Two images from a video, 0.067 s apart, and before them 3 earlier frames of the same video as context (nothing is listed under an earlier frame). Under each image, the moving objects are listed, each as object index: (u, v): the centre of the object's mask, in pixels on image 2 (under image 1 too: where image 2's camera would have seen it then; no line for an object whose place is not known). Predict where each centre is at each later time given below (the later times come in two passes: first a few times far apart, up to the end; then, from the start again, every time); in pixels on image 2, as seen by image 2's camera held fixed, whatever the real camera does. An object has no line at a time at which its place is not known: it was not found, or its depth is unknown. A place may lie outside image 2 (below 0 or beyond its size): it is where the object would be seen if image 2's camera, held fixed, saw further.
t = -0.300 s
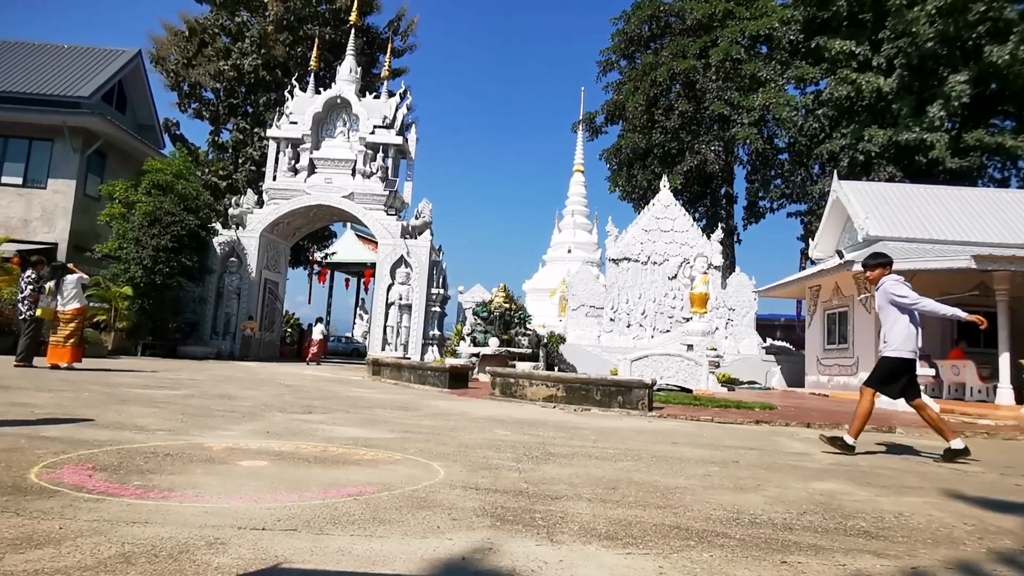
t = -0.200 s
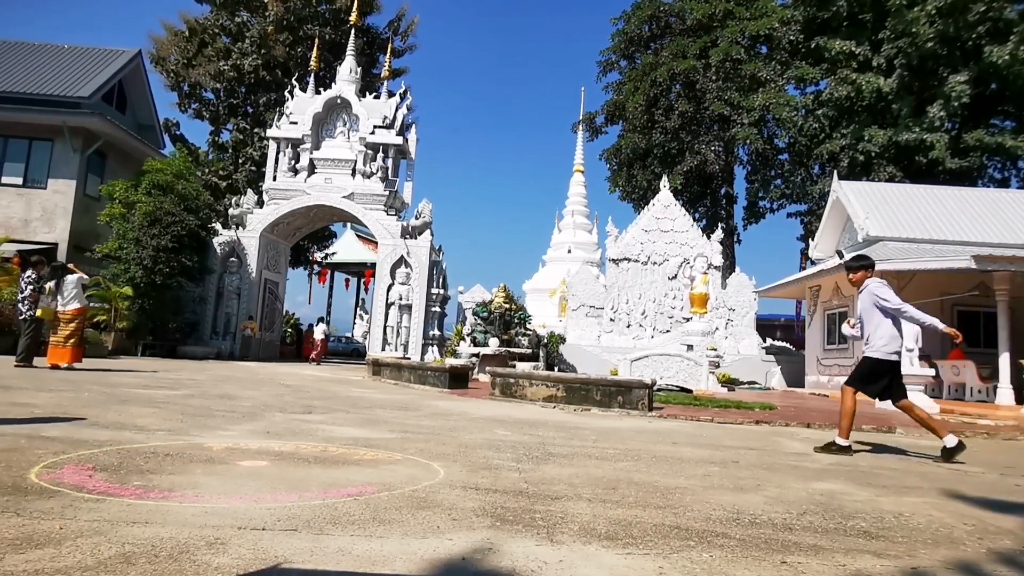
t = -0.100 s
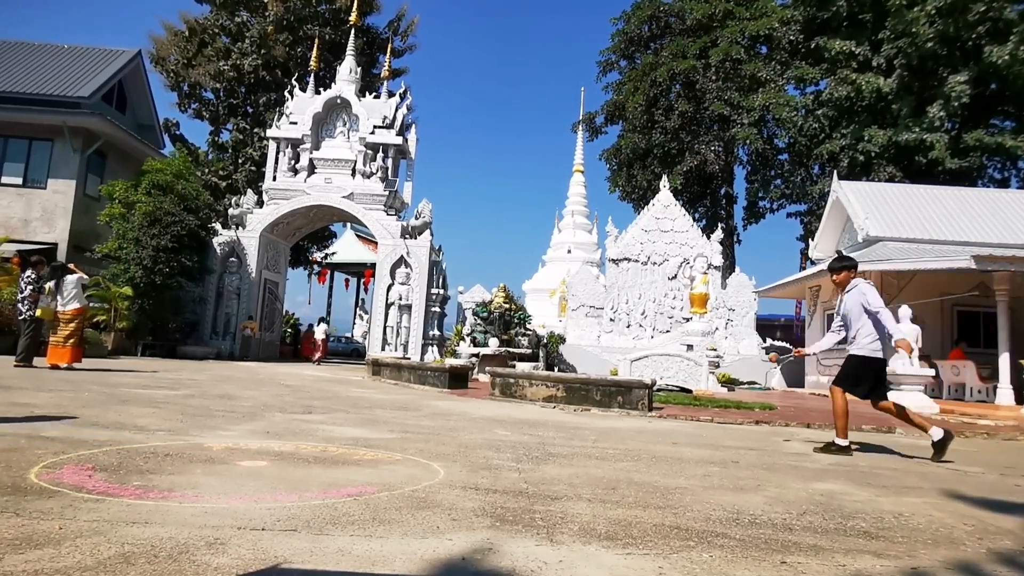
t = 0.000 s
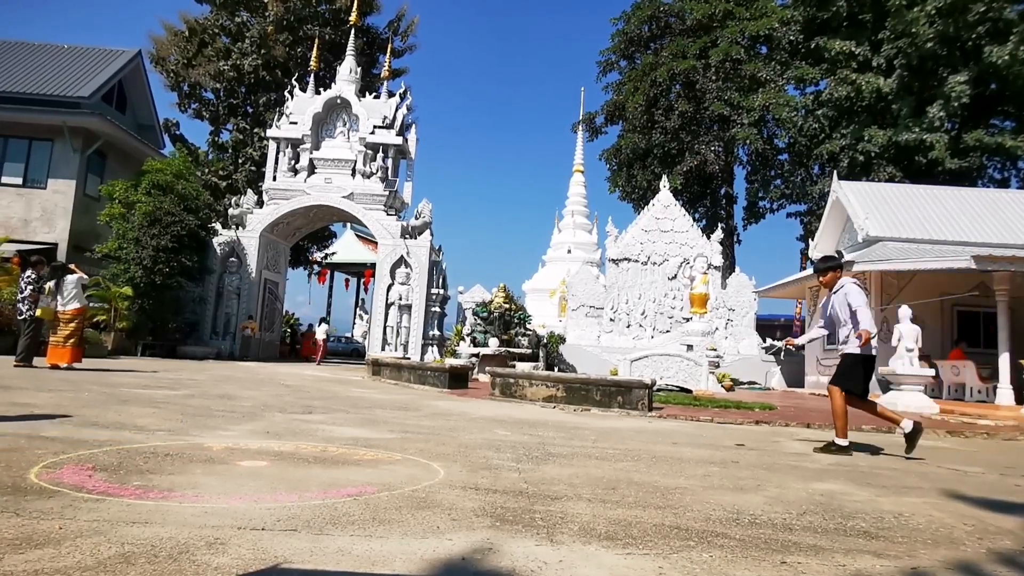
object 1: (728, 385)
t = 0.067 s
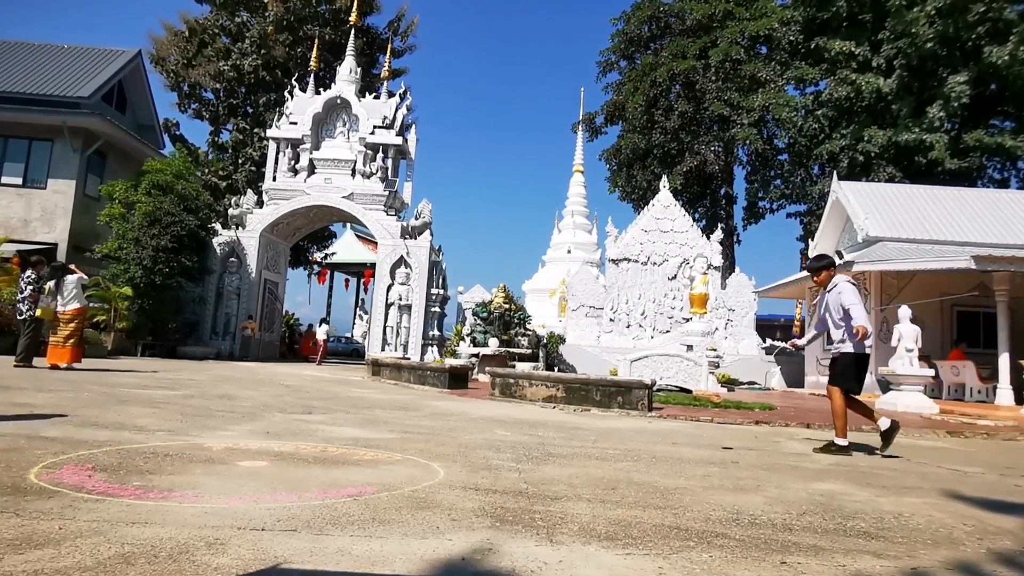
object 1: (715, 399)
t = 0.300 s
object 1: (686, 447)
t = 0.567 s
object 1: (678, 463)
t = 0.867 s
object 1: (724, 487)
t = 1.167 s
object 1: (786, 506)
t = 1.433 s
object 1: (812, 522)
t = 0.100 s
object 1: (711, 410)
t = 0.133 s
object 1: (706, 421)
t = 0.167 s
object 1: (700, 435)
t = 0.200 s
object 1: (694, 450)
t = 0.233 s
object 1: (692, 448)
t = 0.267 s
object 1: (689, 447)
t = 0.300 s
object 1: (686, 447)
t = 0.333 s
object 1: (684, 448)
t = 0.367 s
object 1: (680, 452)
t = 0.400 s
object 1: (676, 457)
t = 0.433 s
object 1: (676, 456)
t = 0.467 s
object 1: (676, 456)
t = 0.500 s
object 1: (676, 458)
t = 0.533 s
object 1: (676, 462)
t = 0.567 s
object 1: (678, 463)
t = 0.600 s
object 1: (682, 461)
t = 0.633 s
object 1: (687, 461)
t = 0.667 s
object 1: (692, 463)
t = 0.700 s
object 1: (697, 468)
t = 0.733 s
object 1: (703, 476)
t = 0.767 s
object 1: (708, 480)
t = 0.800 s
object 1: (713, 479)
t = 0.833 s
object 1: (718, 482)
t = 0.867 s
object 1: (724, 487)
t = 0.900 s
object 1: (730, 491)
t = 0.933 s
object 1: (739, 488)
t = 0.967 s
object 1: (747, 487)
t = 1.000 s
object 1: (756, 490)
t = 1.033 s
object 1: (765, 495)
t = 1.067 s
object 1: (774, 503)
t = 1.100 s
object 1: (779, 502)
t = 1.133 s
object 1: (782, 502)
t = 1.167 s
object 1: (786, 506)
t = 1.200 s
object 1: (789, 511)
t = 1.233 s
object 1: (794, 511)
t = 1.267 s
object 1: (799, 512)
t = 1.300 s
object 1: (804, 516)
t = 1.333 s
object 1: (807, 518)
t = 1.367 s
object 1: (809, 519)
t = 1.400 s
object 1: (811, 521)
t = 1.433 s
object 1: (812, 522)
